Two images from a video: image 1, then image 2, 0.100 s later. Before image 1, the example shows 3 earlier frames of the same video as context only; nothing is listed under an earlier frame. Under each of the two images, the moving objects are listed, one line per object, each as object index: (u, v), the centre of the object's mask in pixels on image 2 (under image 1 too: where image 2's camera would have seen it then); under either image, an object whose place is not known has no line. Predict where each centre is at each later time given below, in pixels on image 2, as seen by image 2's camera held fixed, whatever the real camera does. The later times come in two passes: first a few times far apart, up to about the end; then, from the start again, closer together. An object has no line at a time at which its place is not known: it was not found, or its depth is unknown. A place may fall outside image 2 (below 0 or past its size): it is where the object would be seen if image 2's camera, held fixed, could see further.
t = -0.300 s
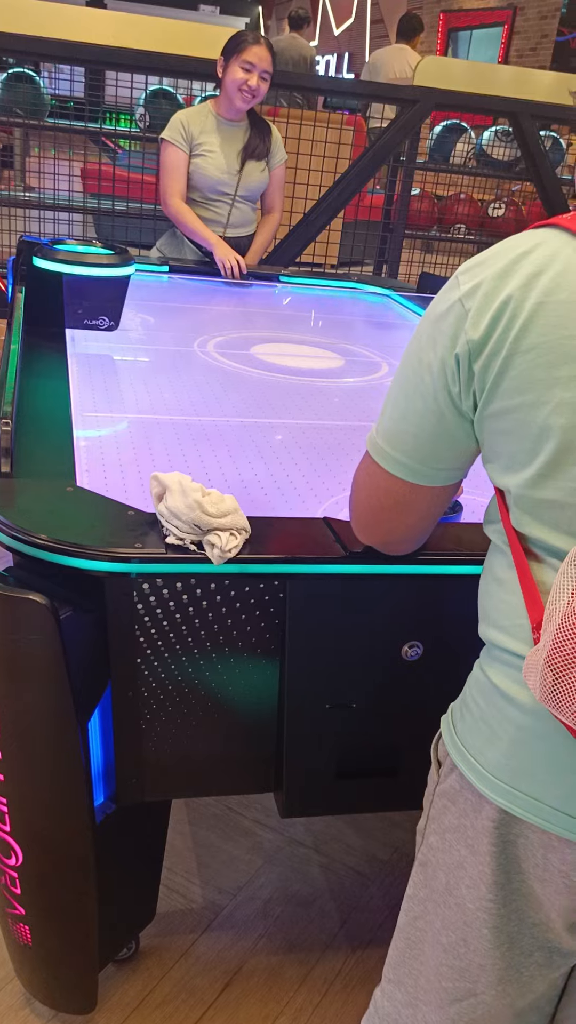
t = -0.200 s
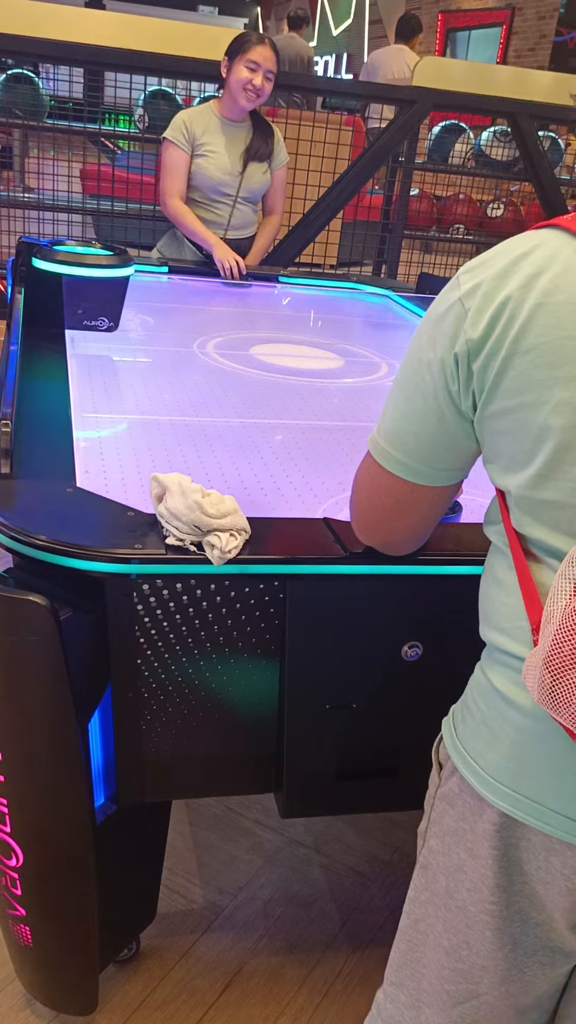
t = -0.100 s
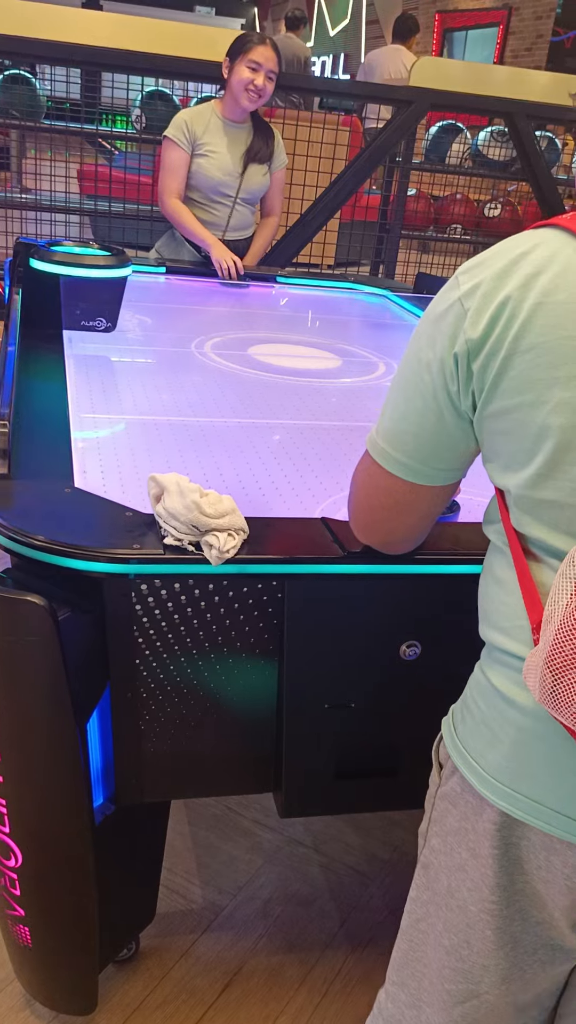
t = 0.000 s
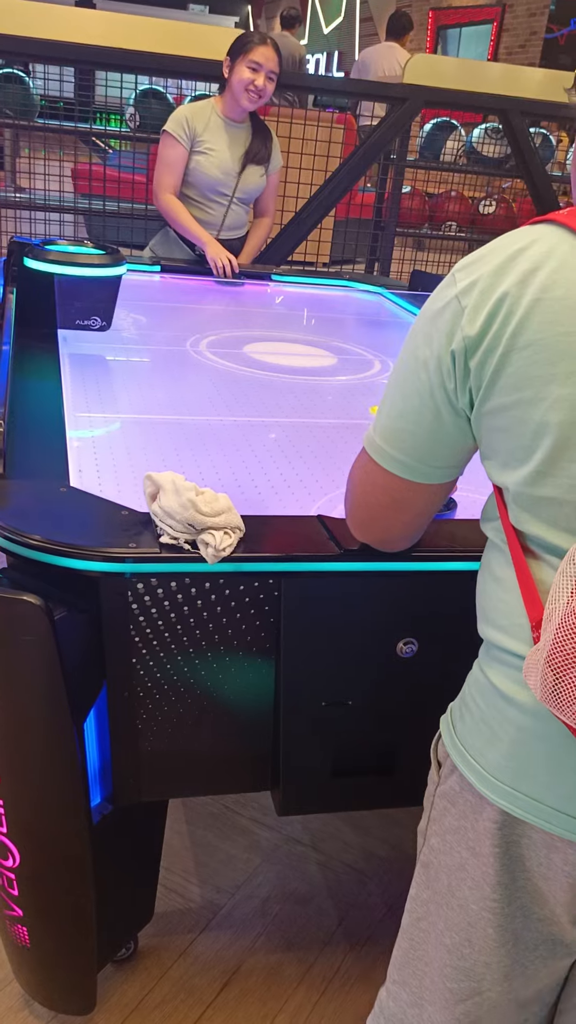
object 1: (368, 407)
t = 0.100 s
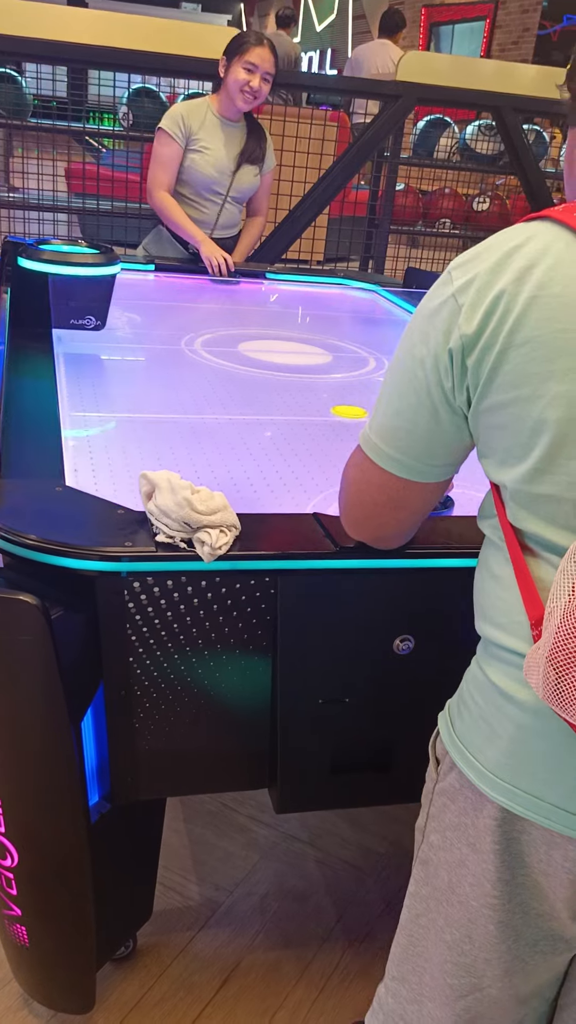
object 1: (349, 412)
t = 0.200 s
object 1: (314, 415)
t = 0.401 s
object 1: (241, 422)
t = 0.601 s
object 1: (161, 430)
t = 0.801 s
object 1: (88, 437)
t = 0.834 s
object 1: (93, 438)
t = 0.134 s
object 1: (338, 413)
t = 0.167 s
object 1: (326, 414)
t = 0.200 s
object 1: (314, 415)
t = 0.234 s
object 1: (303, 416)
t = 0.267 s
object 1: (291, 417)
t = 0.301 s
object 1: (279, 418)
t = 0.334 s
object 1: (267, 419)
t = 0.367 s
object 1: (254, 421)
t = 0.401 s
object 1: (241, 422)
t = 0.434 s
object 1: (229, 423)
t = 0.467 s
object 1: (215, 424)
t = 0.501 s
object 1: (202, 426)
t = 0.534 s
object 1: (189, 427)
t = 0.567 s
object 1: (175, 429)
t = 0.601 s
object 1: (161, 430)
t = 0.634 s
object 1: (147, 431)
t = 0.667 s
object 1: (133, 433)
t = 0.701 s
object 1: (118, 434)
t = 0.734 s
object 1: (103, 435)
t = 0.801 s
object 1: (88, 437)
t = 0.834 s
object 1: (93, 438)
